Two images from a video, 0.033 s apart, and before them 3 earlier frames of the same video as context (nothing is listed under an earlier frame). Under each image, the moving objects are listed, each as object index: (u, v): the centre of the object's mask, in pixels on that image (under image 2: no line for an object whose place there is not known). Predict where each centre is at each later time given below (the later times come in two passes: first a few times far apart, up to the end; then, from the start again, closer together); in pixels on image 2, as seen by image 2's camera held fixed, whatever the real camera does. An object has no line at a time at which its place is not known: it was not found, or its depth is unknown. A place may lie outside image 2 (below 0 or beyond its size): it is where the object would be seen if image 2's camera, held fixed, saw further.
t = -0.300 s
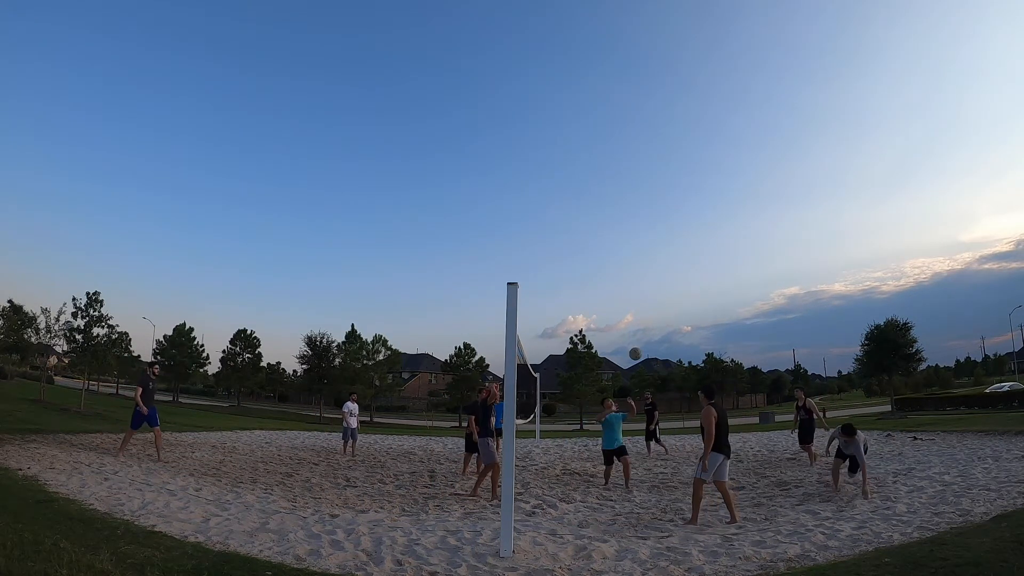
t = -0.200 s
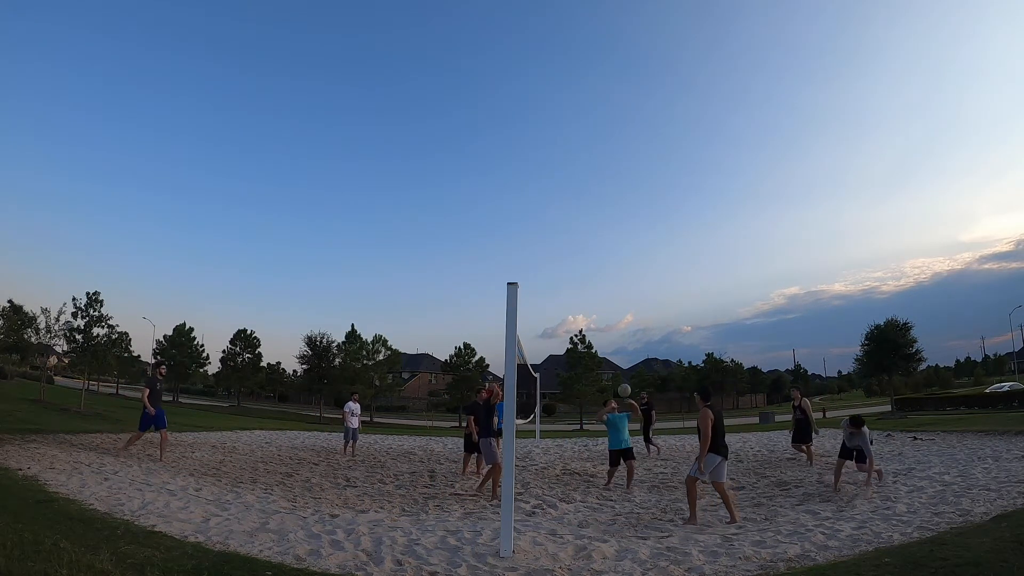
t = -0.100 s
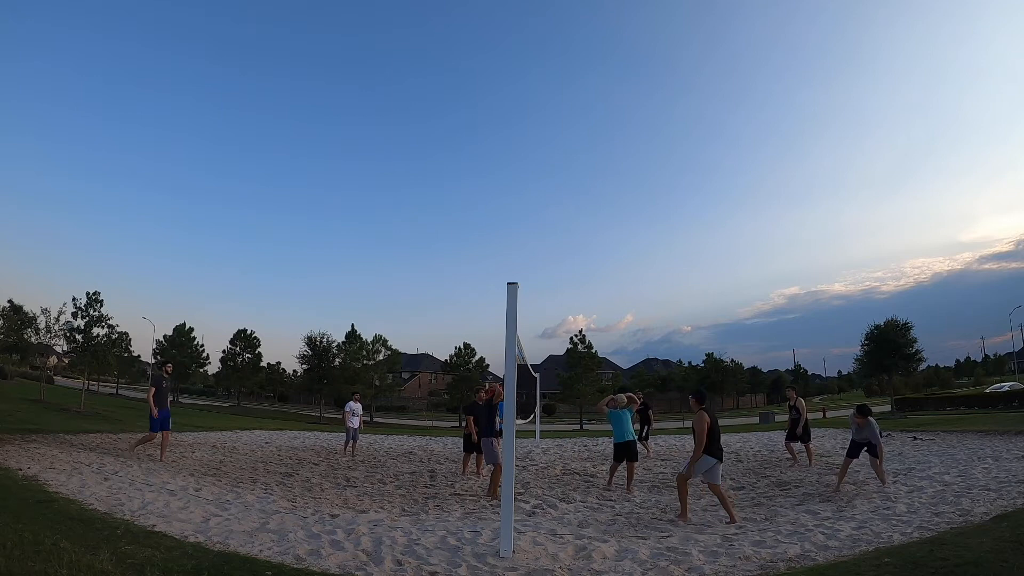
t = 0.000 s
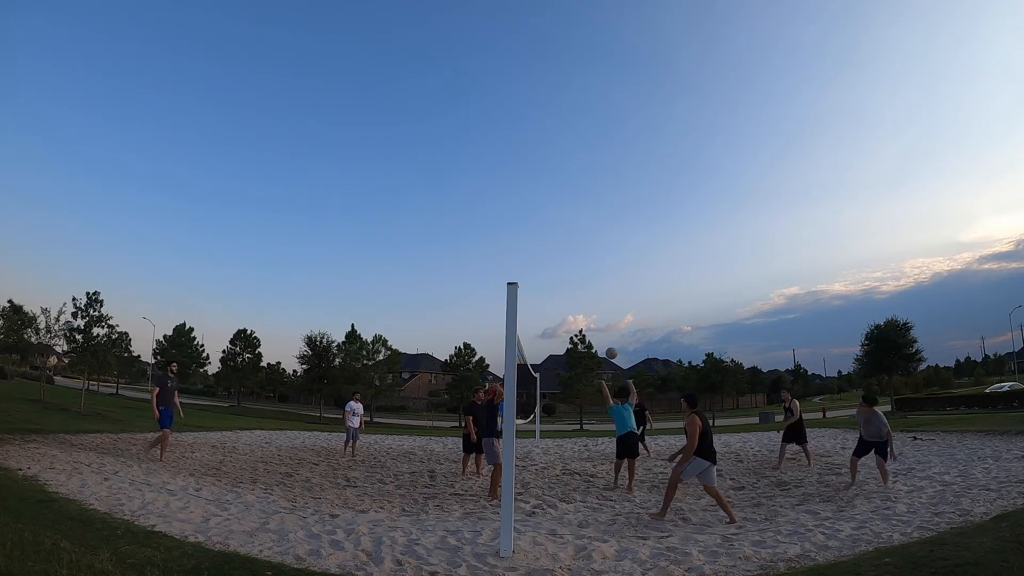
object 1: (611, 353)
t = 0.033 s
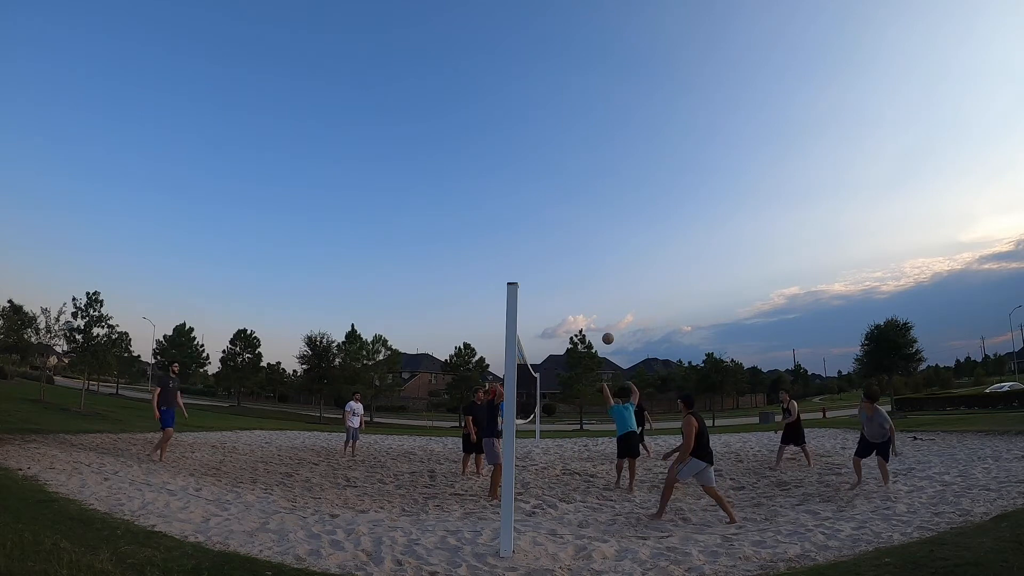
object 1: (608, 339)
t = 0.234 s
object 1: (589, 273)
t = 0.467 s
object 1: (572, 235)
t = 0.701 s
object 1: (559, 225)
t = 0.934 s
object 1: (549, 236)
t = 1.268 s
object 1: (536, 281)
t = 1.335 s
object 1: (533, 294)
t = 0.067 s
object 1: (604, 325)
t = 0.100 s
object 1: (601, 313)
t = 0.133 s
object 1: (598, 301)
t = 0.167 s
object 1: (595, 291)
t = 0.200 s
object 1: (592, 282)
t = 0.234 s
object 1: (589, 273)
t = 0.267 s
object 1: (586, 265)
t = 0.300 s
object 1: (583, 259)
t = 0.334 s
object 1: (581, 252)
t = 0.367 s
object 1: (578, 247)
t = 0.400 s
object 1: (576, 242)
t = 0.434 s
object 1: (574, 238)
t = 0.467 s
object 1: (572, 235)
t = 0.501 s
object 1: (570, 232)
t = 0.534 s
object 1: (568, 229)
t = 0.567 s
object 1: (566, 227)
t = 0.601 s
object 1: (564, 226)
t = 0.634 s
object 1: (562, 225)
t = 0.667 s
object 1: (561, 225)
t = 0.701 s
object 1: (559, 225)
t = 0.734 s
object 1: (557, 225)
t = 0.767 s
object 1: (556, 226)
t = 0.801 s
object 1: (554, 227)
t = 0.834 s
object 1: (553, 229)
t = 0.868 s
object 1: (551, 231)
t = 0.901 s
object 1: (550, 233)
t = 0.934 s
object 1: (549, 236)
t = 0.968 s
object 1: (547, 239)
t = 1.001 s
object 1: (546, 242)
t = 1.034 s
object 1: (544, 246)
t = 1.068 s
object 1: (543, 250)
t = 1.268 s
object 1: (536, 281)
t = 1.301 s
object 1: (535, 287)
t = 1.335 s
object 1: (533, 294)
